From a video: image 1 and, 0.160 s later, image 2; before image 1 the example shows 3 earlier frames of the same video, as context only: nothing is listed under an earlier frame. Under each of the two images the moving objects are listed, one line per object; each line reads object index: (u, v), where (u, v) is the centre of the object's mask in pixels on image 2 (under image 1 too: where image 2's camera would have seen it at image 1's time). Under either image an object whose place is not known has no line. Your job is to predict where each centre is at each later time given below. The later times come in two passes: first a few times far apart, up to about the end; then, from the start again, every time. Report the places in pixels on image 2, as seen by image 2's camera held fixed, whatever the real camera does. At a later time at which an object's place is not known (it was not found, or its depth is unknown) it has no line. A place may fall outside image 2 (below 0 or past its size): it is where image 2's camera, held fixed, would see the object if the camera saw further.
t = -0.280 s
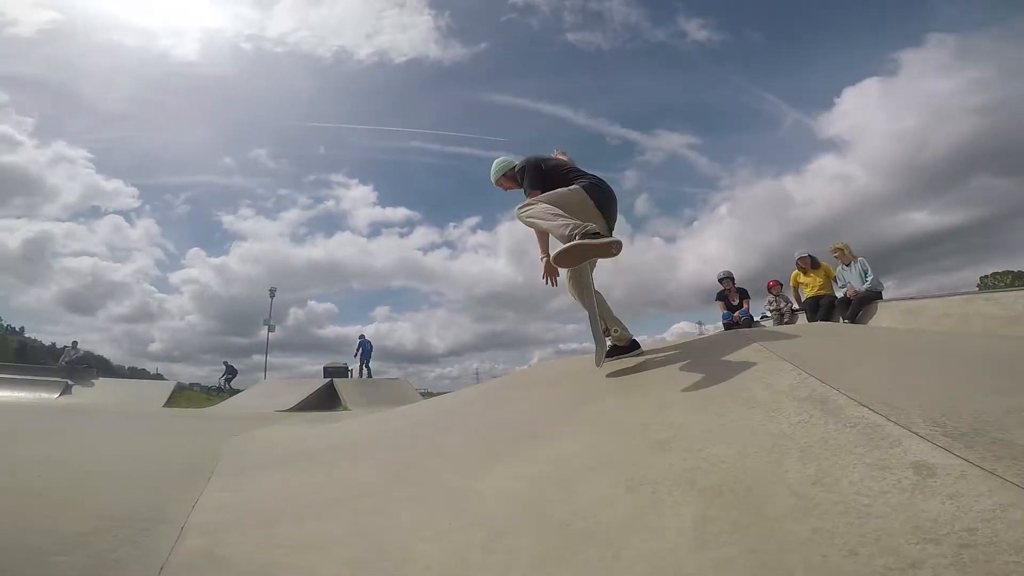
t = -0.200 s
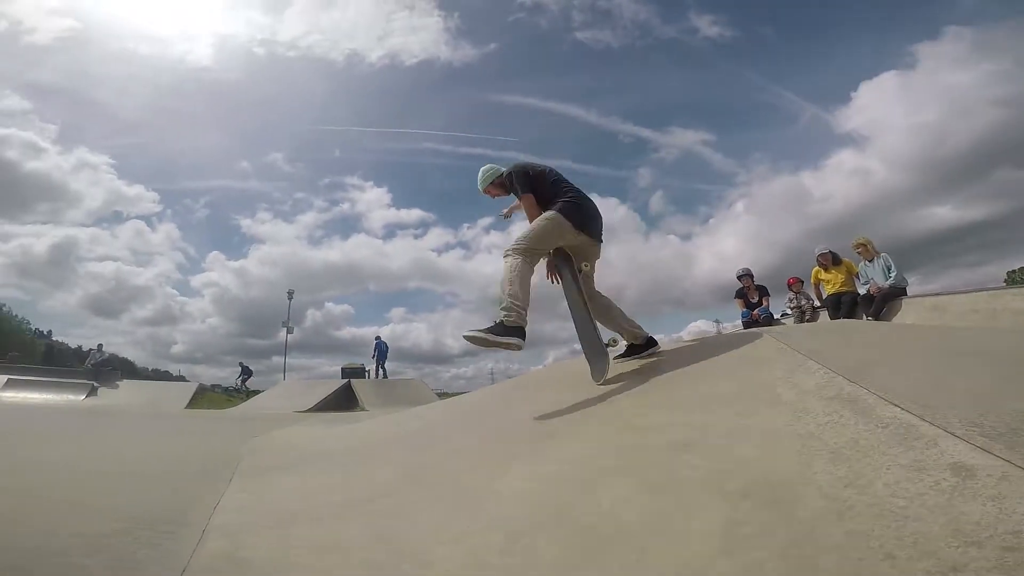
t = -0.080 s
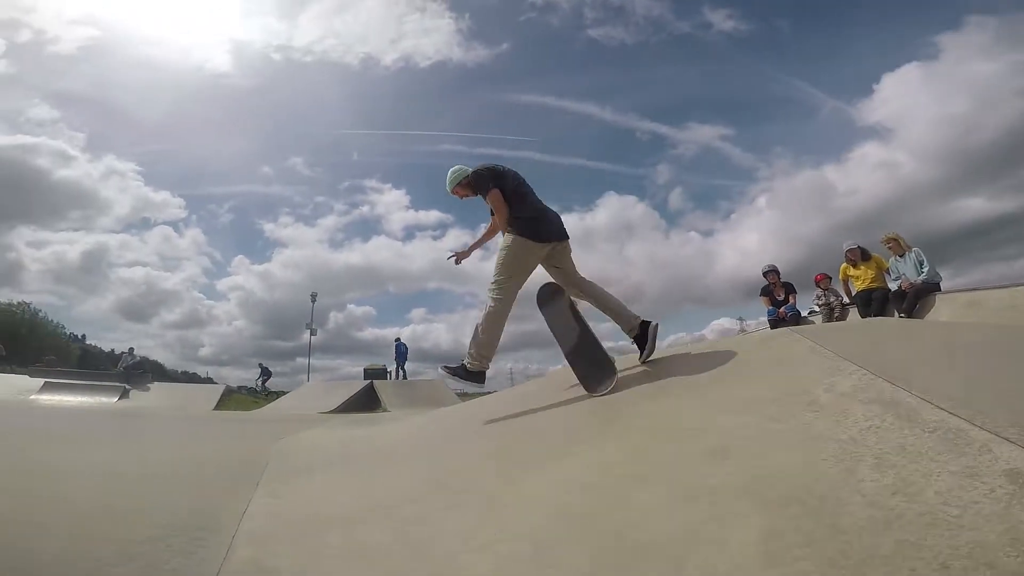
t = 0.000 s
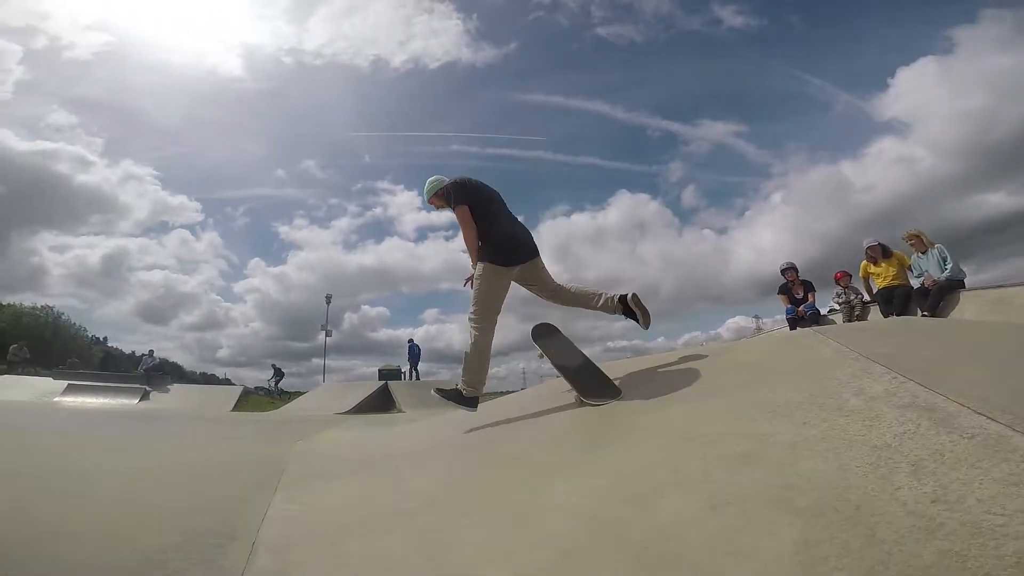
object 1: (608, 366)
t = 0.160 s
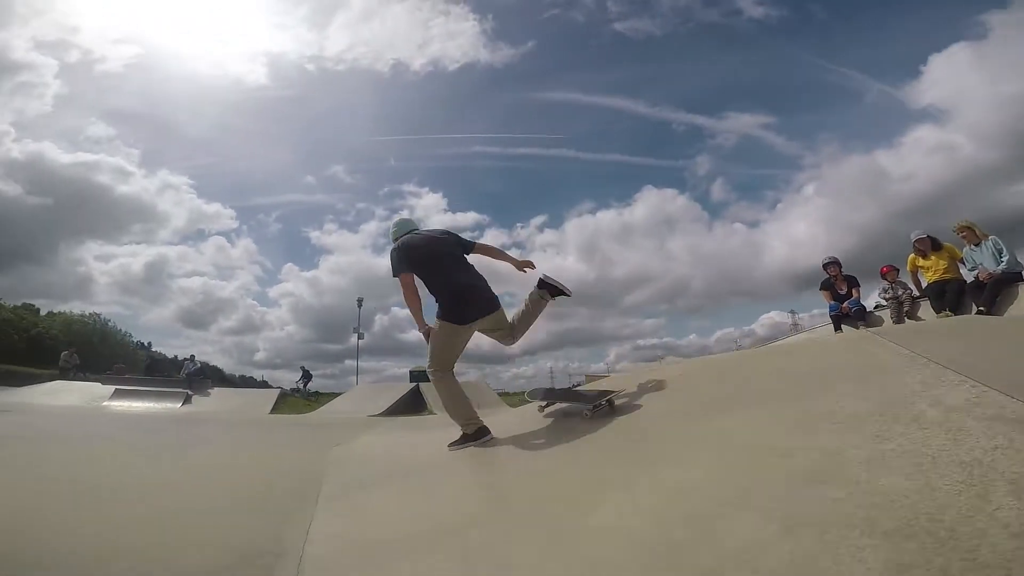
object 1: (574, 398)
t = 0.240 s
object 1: (558, 405)
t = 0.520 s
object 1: (517, 428)
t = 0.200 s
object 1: (567, 400)
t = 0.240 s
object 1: (558, 405)
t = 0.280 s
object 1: (554, 410)
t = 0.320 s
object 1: (547, 413)
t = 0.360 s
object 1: (539, 417)
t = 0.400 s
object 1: (534, 420)
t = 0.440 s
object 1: (527, 423)
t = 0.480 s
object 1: (522, 426)
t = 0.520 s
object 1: (517, 428)
